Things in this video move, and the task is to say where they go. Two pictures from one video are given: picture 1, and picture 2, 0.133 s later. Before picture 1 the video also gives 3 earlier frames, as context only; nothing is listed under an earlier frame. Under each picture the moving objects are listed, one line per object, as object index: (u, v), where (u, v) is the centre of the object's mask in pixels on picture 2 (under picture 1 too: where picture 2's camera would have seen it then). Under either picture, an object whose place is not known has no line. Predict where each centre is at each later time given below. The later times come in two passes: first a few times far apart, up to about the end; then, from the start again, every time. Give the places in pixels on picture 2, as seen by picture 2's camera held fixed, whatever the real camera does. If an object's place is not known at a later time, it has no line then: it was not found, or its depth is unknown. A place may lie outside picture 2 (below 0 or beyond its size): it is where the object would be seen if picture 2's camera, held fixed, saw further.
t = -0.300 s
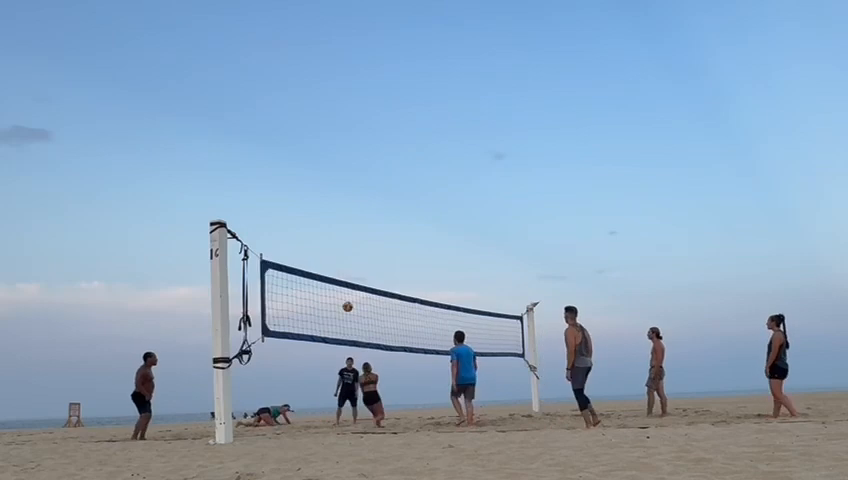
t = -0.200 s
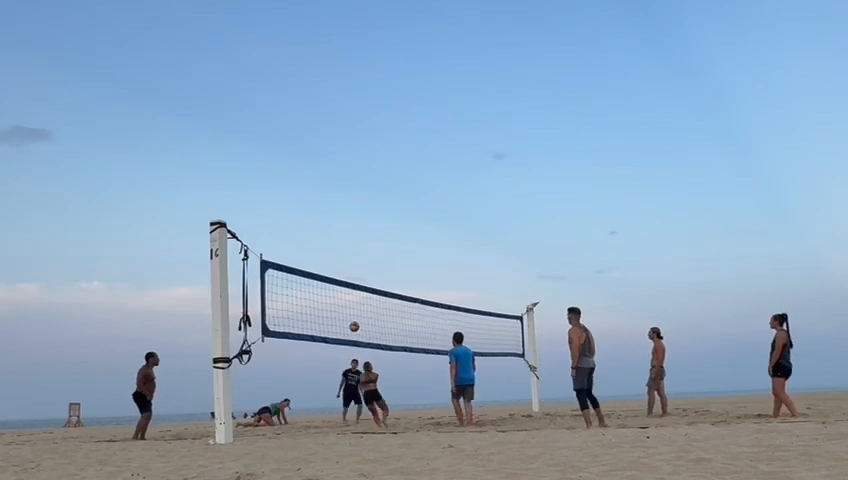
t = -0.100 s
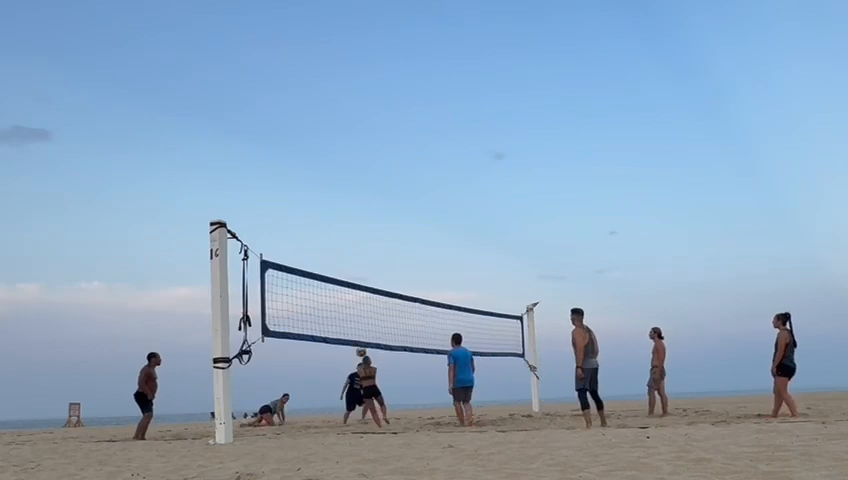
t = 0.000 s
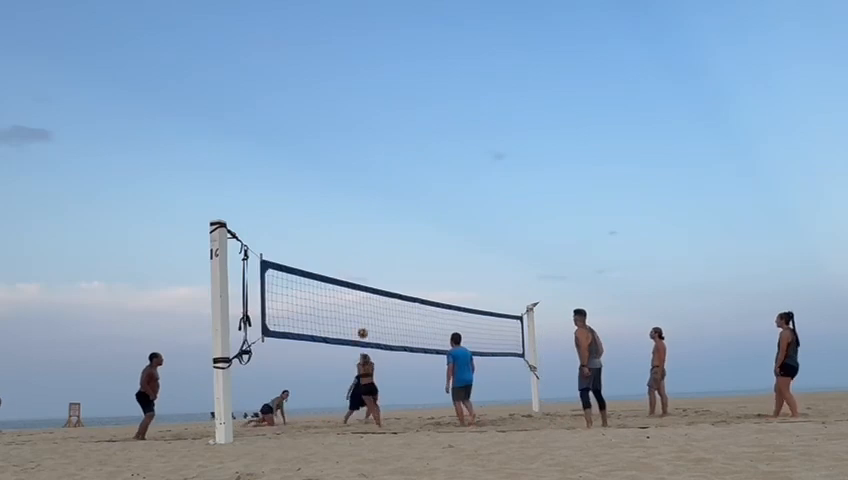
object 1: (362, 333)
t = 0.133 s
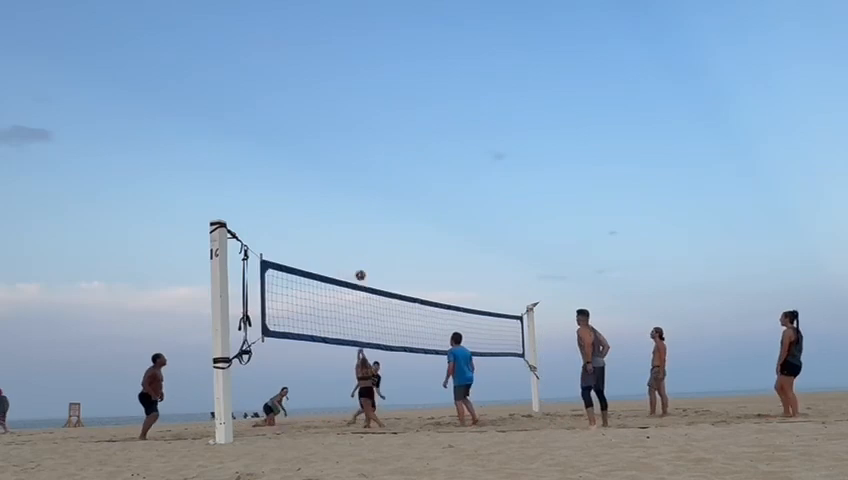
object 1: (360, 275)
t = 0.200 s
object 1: (359, 249)
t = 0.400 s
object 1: (356, 184)
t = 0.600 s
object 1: (354, 138)
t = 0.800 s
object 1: (351, 111)
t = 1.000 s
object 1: (349, 105)
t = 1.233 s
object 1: (347, 124)
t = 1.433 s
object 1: (345, 165)
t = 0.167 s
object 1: (359, 262)
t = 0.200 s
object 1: (359, 249)
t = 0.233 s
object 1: (358, 237)
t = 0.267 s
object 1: (358, 225)
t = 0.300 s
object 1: (357, 214)
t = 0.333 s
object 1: (357, 203)
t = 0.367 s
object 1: (356, 193)
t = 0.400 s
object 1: (356, 184)
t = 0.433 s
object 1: (356, 175)
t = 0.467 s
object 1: (355, 166)
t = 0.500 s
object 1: (355, 158)
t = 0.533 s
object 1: (354, 151)
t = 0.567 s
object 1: (354, 144)
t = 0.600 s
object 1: (354, 138)
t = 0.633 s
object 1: (353, 132)
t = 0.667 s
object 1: (353, 127)
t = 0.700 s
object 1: (352, 122)
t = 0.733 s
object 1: (352, 118)
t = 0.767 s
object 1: (352, 114)
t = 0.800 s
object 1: (351, 111)
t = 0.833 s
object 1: (351, 109)
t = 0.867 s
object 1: (351, 107)
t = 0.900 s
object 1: (350, 106)
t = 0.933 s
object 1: (350, 105)
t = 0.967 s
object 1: (349, 104)
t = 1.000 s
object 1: (349, 105)
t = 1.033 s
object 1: (349, 106)
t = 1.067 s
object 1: (349, 108)
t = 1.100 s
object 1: (348, 110)
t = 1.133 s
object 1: (348, 112)
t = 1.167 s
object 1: (348, 115)
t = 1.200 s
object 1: (347, 119)
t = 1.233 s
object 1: (347, 124)
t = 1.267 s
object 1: (347, 129)
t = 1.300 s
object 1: (346, 135)
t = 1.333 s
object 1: (346, 141)
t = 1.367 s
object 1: (346, 149)
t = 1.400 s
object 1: (345, 157)
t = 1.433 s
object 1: (345, 165)
